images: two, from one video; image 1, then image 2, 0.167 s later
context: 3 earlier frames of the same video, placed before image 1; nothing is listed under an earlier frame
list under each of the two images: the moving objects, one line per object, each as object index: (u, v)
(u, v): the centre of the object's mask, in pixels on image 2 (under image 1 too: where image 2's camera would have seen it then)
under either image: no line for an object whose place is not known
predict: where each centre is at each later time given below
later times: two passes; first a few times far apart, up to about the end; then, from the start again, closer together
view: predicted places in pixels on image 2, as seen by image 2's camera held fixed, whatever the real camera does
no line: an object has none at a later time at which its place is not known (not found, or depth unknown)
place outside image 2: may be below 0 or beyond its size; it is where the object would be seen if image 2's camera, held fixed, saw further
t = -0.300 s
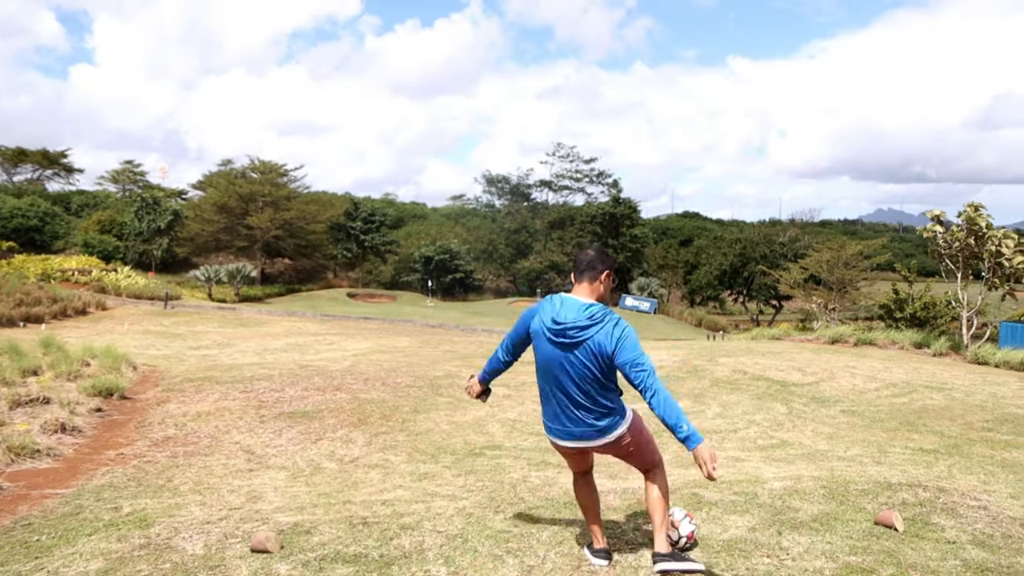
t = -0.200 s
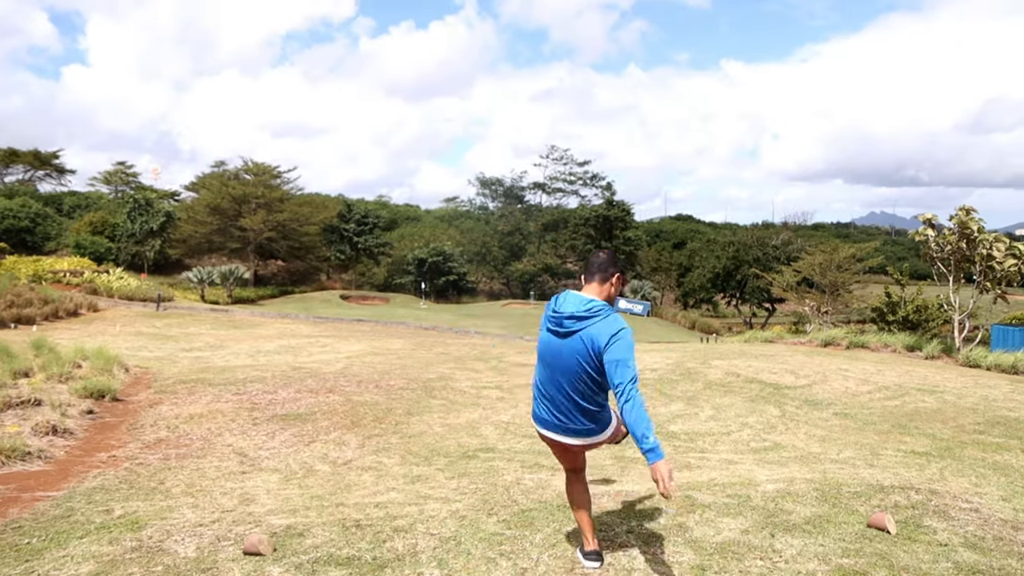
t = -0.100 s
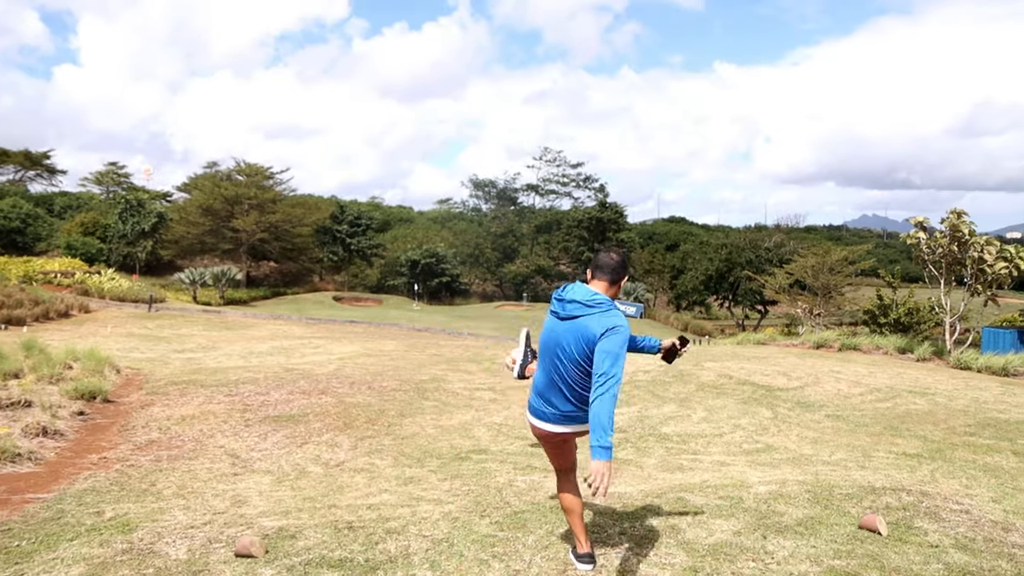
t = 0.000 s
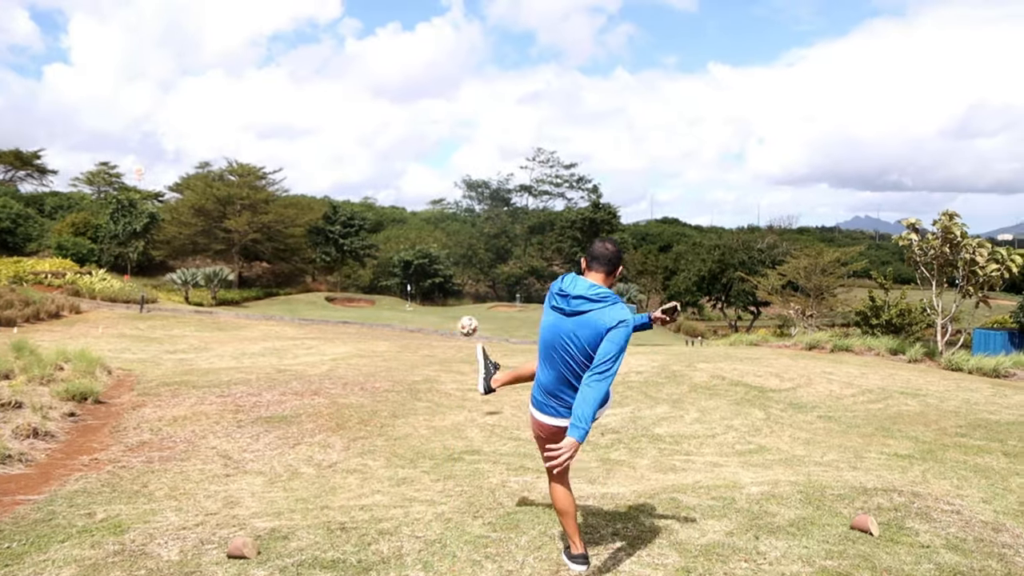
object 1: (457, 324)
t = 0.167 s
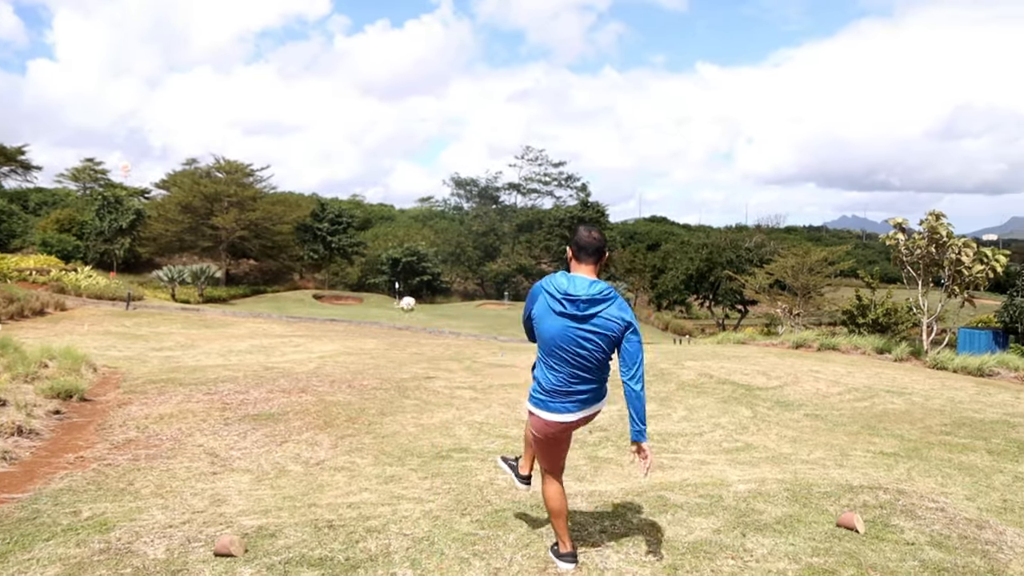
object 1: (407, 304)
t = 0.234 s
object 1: (393, 304)
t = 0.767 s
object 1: (310, 326)
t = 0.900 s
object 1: (293, 320)
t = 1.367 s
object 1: (250, 322)
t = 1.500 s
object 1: (242, 320)
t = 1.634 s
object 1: (236, 325)
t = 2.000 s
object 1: (221, 327)
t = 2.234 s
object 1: (214, 322)
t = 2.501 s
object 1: (209, 318)
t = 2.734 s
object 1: (206, 314)
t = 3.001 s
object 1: (204, 298)
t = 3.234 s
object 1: (203, 294)
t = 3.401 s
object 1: (204, 299)
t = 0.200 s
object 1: (399, 304)
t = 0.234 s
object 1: (393, 304)
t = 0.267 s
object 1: (385, 306)
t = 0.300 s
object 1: (379, 308)
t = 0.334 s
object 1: (374, 310)
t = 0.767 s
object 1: (310, 326)
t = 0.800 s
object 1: (306, 324)
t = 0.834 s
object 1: (301, 322)
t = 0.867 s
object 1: (297, 320)
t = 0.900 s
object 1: (293, 320)
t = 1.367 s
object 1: (250, 322)
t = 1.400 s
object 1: (248, 320)
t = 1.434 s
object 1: (246, 320)
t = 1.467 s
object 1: (244, 320)
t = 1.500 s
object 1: (242, 320)
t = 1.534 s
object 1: (241, 321)
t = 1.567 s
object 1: (240, 322)
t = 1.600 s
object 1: (237, 324)
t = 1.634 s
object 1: (236, 325)
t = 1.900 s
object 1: (224, 328)
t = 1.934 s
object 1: (223, 328)
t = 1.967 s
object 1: (222, 328)
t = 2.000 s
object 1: (221, 327)
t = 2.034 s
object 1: (219, 325)
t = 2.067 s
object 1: (218, 324)
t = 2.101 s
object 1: (217, 323)
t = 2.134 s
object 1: (216, 323)
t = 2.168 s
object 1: (215, 323)
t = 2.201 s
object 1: (215, 322)
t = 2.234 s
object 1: (214, 322)
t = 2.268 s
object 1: (213, 320)
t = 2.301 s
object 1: (212, 319)
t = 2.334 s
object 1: (212, 318)
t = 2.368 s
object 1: (211, 317)
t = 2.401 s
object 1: (210, 317)
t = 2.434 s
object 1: (209, 318)
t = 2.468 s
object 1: (209, 318)
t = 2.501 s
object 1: (209, 318)
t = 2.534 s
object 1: (208, 317)
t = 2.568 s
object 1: (207, 317)
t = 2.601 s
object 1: (207, 316)
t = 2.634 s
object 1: (207, 316)
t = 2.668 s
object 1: (207, 316)
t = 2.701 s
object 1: (207, 315)
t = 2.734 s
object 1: (206, 314)
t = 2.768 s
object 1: (206, 313)
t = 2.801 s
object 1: (205, 311)
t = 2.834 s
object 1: (204, 308)
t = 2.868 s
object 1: (204, 304)
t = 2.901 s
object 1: (204, 302)
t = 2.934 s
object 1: (204, 300)
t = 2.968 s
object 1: (204, 299)
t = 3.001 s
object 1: (204, 298)
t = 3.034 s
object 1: (204, 296)
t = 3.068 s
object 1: (203, 295)
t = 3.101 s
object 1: (203, 294)
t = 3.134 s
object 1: (203, 294)
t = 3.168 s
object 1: (203, 294)
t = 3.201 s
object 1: (203, 294)
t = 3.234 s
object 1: (203, 294)
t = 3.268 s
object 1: (203, 295)
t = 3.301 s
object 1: (203, 296)
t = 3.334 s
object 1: (204, 297)
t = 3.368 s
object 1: (204, 298)
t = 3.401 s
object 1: (204, 299)
